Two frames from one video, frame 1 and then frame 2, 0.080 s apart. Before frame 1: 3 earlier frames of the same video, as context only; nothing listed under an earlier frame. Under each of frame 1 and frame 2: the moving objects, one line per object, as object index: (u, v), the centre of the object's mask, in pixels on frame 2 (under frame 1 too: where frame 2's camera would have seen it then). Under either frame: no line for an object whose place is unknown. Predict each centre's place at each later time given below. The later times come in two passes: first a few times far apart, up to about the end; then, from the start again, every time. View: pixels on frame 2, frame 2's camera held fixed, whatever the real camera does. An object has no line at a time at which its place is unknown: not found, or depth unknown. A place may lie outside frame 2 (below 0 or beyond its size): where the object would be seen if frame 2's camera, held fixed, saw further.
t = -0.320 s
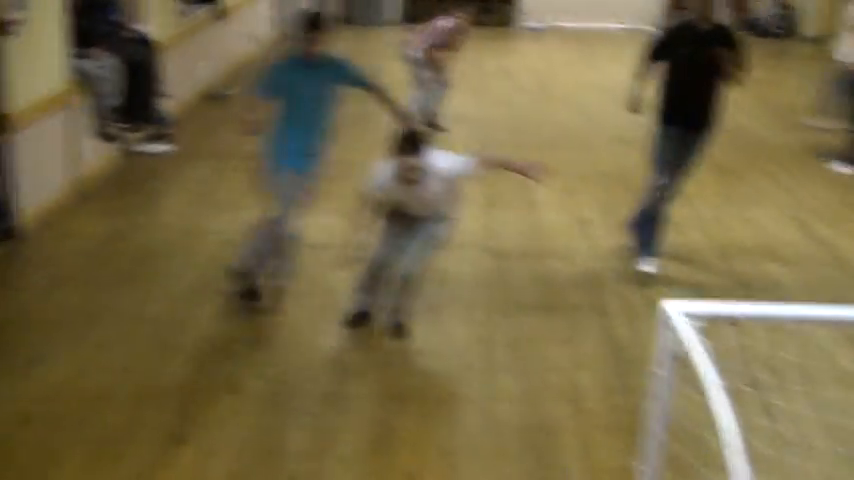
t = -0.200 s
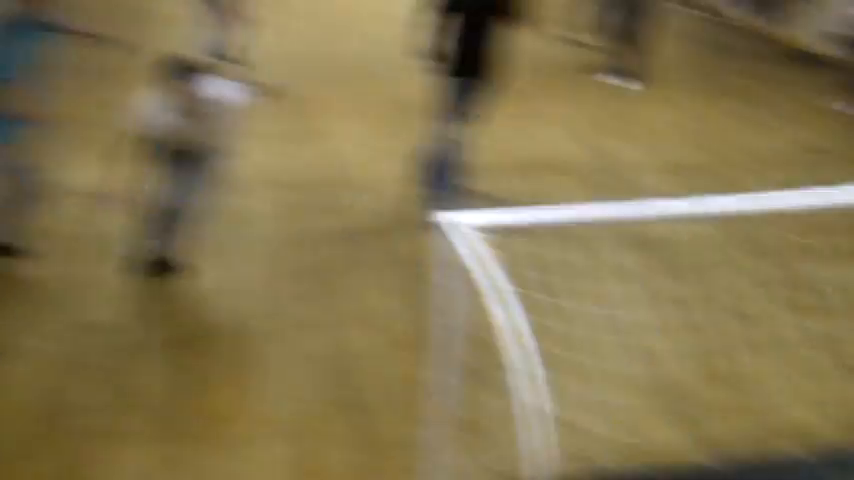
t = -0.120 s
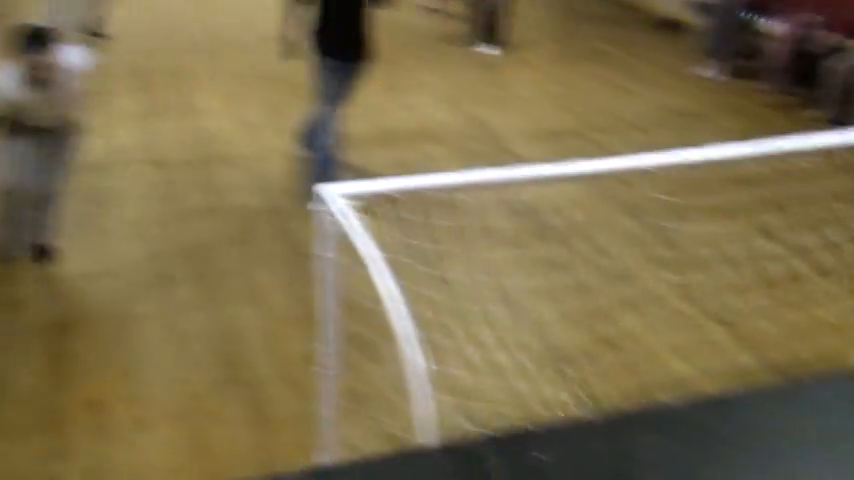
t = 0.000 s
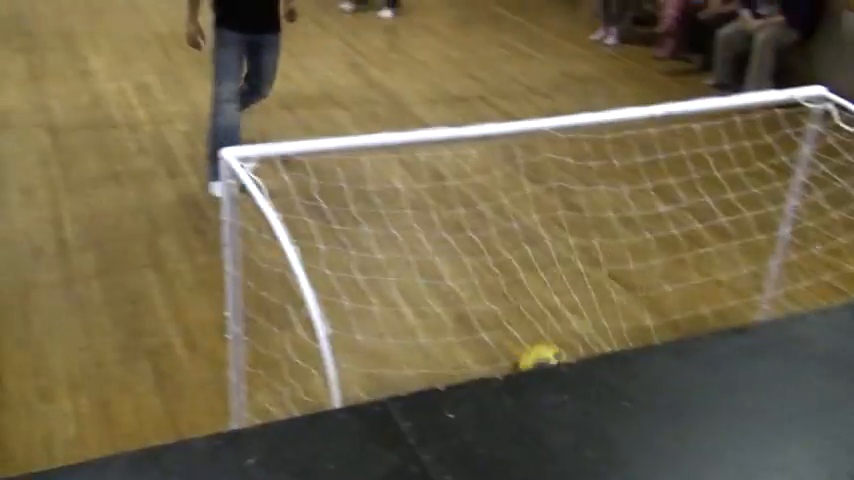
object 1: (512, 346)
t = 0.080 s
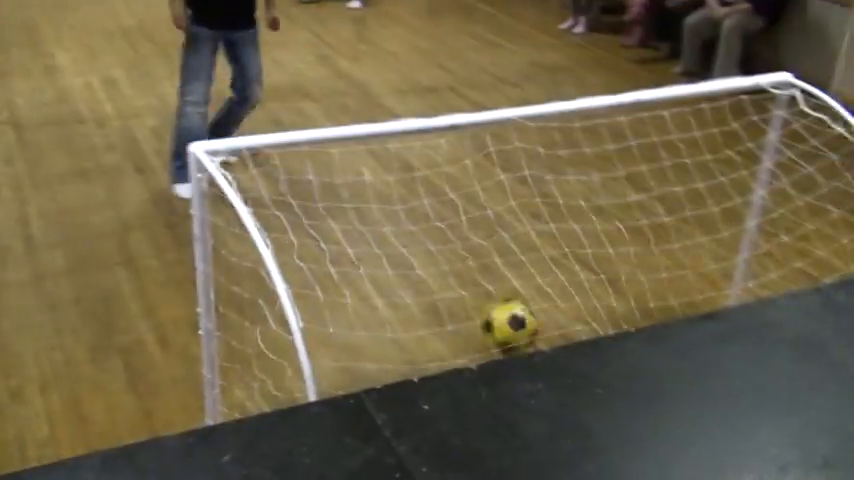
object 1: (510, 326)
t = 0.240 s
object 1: (494, 308)
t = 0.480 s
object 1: (490, 295)
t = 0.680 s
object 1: (524, 237)
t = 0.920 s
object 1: (550, 269)
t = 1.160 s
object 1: (578, 228)
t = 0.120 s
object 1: (505, 315)
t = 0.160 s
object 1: (503, 310)
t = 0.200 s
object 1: (498, 308)
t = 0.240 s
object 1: (494, 308)
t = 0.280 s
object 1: (489, 312)
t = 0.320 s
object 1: (485, 316)
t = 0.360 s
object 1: (481, 327)
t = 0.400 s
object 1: (478, 340)
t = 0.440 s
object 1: (485, 316)
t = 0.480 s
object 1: (490, 295)
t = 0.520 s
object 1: (499, 278)
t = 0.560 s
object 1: (506, 264)
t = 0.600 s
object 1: (513, 251)
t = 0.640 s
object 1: (518, 243)
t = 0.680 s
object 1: (524, 237)
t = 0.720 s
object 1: (531, 235)
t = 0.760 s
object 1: (536, 236)
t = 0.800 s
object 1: (540, 241)
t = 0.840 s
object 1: (545, 249)
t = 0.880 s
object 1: (548, 257)
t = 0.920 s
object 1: (550, 269)
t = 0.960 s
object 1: (553, 287)
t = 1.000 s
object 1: (557, 287)
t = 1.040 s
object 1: (564, 267)
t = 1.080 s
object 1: (569, 252)
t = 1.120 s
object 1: (575, 239)
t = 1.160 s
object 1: (578, 228)
